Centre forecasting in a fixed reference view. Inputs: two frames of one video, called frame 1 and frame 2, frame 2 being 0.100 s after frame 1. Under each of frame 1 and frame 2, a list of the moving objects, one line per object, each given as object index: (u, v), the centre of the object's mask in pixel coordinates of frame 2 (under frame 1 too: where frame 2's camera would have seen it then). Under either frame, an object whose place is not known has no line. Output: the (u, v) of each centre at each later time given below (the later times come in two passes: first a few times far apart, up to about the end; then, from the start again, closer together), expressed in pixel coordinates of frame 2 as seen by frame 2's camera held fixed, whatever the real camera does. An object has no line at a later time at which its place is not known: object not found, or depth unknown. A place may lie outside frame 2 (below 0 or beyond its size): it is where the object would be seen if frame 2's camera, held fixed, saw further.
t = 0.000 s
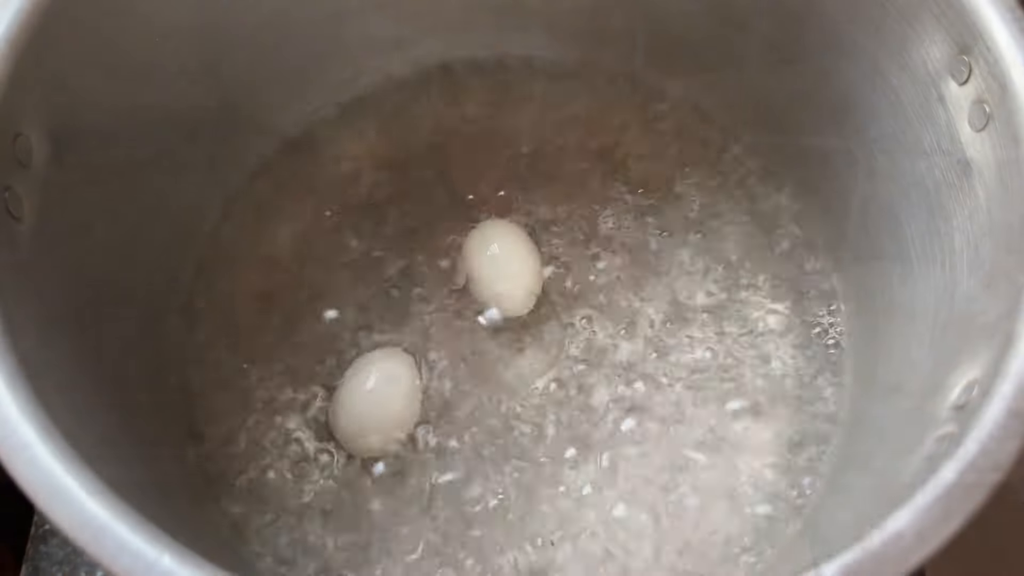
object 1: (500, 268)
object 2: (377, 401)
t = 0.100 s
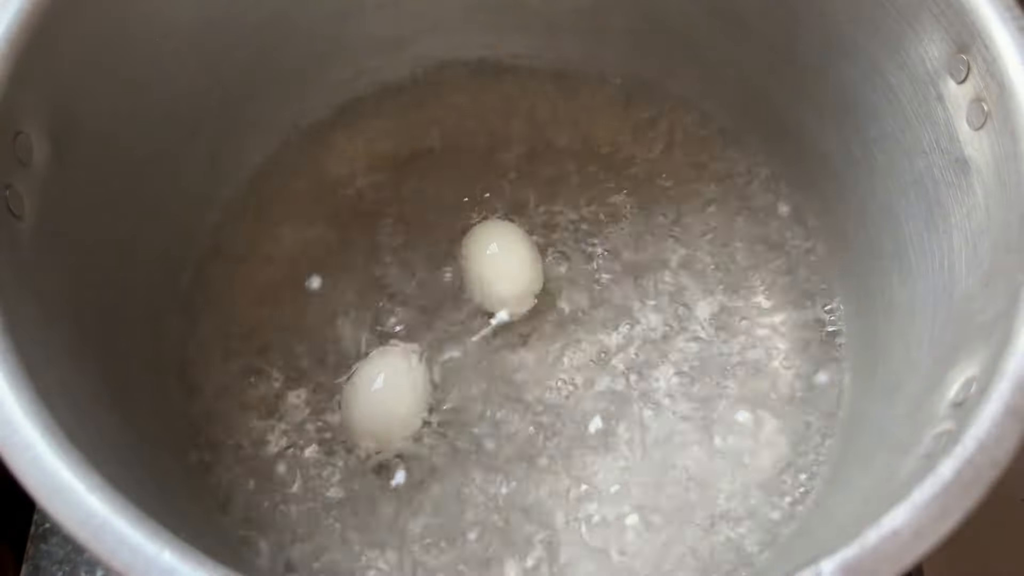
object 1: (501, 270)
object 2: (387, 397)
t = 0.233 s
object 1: (498, 268)
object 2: (394, 399)
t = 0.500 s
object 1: (503, 268)
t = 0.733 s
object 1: (515, 269)
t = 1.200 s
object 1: (530, 255)
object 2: (468, 402)
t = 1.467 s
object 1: (552, 249)
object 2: (499, 399)
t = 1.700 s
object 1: (571, 238)
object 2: (517, 393)
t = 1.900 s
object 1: (582, 230)
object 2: (521, 393)
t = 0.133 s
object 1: (500, 273)
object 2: (388, 397)
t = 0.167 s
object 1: (499, 270)
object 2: (392, 399)
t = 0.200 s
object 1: (500, 267)
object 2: (393, 399)
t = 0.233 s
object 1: (498, 268)
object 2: (394, 399)
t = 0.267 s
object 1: (498, 269)
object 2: (395, 400)
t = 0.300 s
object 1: (498, 266)
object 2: (399, 403)
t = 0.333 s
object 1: (499, 267)
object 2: (400, 404)
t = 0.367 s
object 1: (500, 265)
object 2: (401, 405)
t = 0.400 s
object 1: (499, 266)
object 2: (403, 404)
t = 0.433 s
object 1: (501, 266)
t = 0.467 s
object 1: (502, 267)
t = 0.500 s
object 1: (503, 268)
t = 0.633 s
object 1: (510, 269)
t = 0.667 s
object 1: (513, 269)
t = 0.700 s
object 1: (515, 269)
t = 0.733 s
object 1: (515, 269)
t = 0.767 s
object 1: (517, 268)
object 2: (435, 412)
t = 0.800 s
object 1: (519, 270)
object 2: (439, 410)
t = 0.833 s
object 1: (520, 268)
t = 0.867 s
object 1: (521, 267)
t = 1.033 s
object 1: (524, 261)
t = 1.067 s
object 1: (526, 258)
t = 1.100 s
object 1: (526, 258)
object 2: (462, 398)
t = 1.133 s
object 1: (527, 257)
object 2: (464, 399)
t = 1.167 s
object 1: (529, 258)
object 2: (467, 400)
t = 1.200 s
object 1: (530, 255)
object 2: (468, 402)
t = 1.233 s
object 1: (533, 254)
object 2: (472, 403)
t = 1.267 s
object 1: (534, 254)
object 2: (476, 406)
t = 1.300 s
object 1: (536, 255)
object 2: (480, 405)
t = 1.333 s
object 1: (538, 254)
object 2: (482, 404)
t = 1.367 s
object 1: (541, 253)
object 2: (487, 405)
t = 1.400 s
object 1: (544, 253)
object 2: (491, 403)
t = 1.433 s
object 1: (548, 252)
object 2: (495, 400)
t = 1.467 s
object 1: (552, 249)
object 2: (499, 399)
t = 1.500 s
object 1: (553, 248)
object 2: (502, 396)
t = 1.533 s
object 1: (556, 246)
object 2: (505, 395)
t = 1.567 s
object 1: (560, 245)
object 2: (507, 395)
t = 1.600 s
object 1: (563, 243)
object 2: (509, 393)
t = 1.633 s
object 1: (566, 240)
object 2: (514, 392)
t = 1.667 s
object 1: (568, 239)
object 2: (515, 392)
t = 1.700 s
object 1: (571, 238)
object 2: (517, 393)
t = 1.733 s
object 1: (573, 237)
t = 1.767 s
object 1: (575, 236)
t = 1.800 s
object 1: (577, 234)
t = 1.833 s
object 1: (578, 232)
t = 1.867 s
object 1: (580, 231)
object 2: (520, 395)
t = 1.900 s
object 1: (582, 230)
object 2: (521, 393)
